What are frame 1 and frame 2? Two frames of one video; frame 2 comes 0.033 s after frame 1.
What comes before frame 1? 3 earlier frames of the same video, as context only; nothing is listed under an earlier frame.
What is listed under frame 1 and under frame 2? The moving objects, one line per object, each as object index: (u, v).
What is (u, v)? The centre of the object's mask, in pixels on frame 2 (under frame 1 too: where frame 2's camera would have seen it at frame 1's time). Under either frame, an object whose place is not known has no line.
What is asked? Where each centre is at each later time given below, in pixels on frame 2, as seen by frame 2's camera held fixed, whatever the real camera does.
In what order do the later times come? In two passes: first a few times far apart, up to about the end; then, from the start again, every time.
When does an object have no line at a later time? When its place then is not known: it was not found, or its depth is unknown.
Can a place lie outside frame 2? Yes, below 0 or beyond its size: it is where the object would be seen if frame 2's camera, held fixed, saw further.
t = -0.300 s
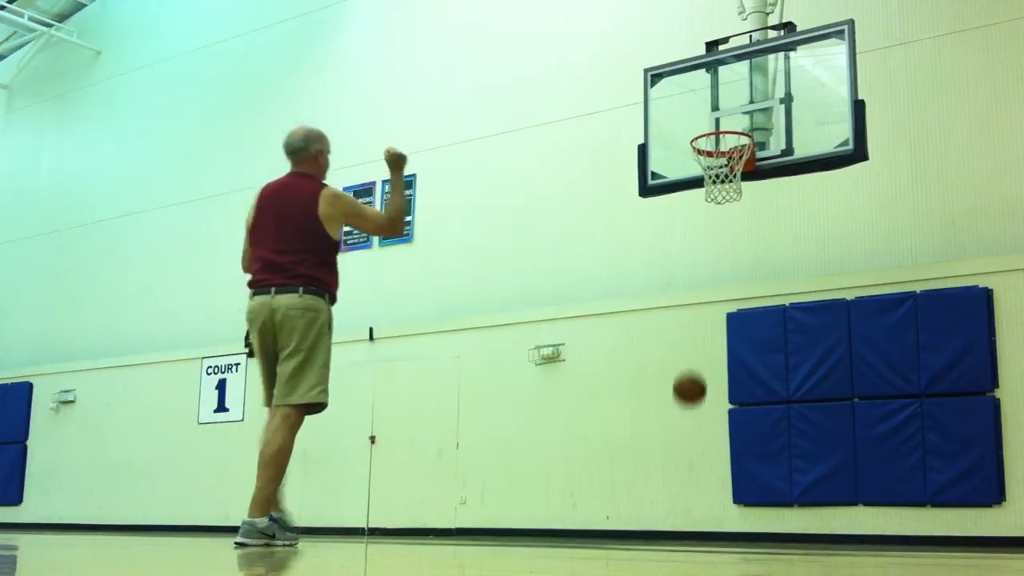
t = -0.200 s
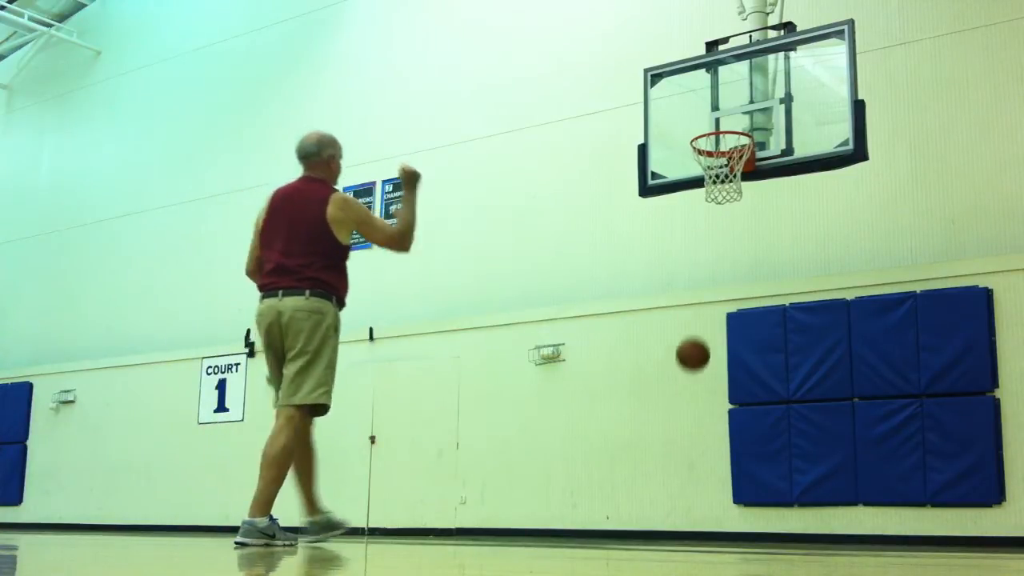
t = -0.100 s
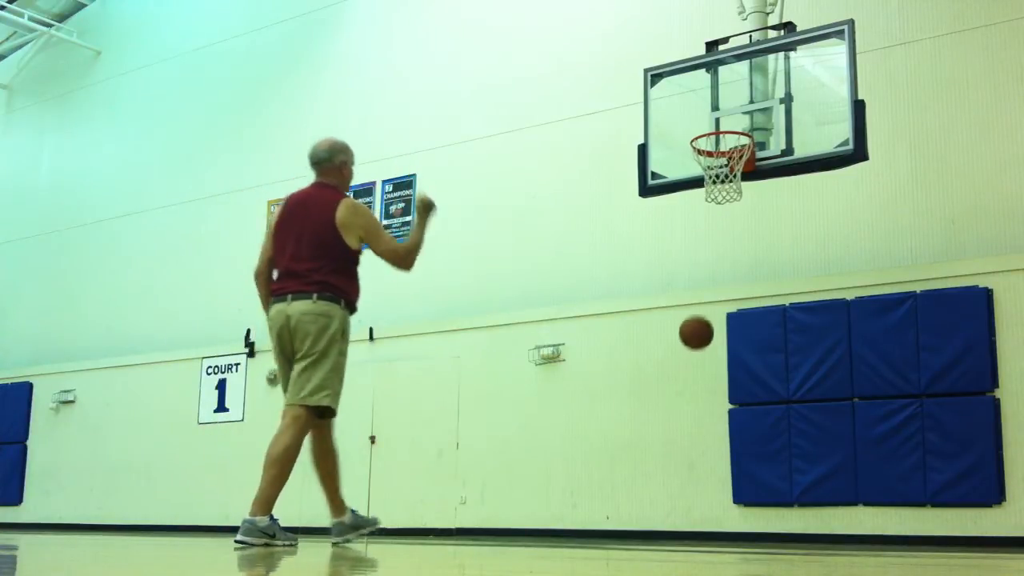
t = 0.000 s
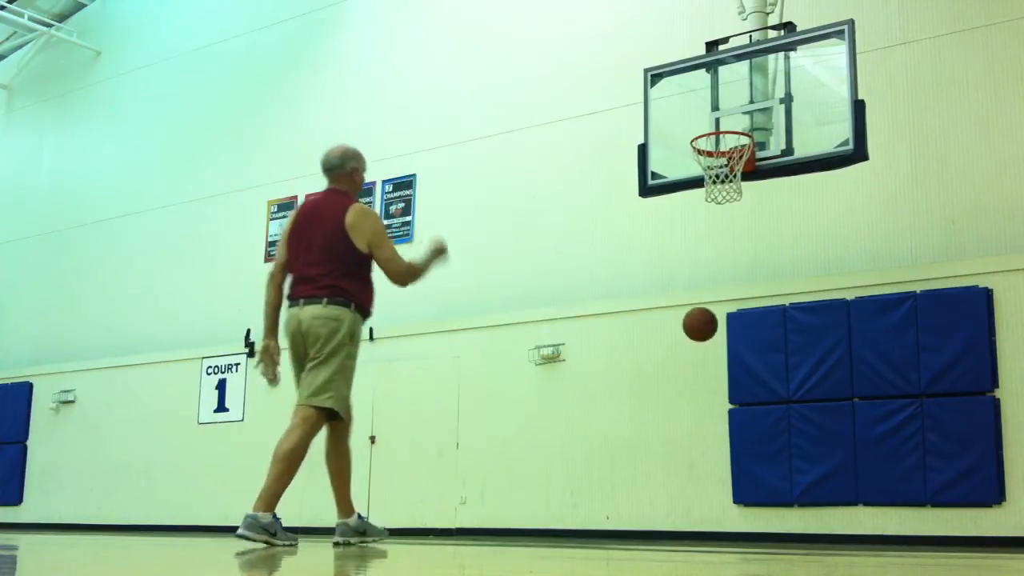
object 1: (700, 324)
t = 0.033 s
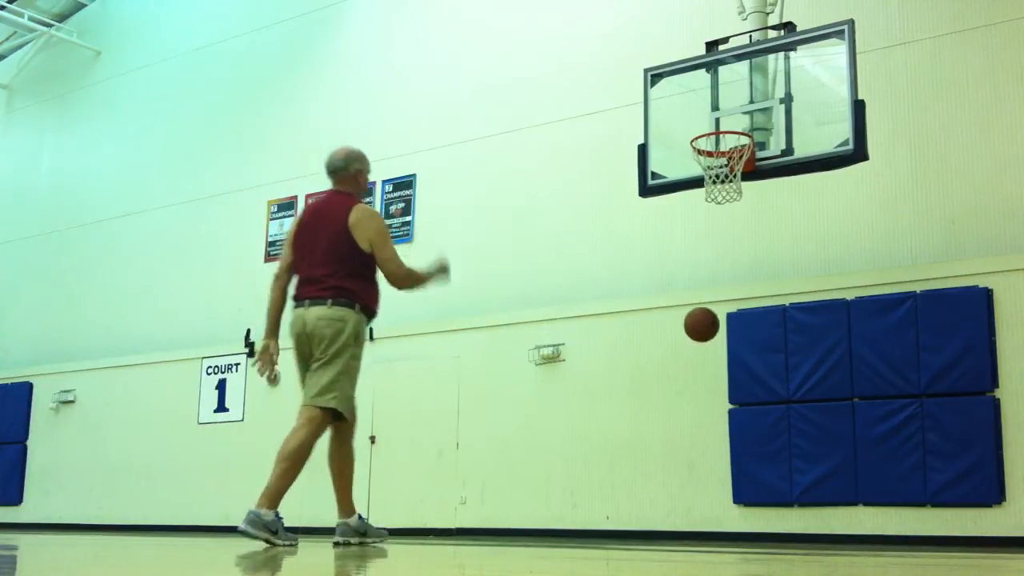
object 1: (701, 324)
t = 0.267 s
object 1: (711, 372)
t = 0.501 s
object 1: (725, 517)
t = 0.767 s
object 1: (732, 415)
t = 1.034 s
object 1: (741, 399)
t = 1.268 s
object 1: (753, 485)
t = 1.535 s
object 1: (764, 452)
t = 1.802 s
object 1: (778, 456)
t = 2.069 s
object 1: (793, 492)
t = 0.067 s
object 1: (702, 326)
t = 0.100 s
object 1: (704, 329)
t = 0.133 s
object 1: (705, 334)
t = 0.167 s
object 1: (707, 341)
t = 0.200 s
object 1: (708, 350)
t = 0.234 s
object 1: (710, 360)
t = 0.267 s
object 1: (711, 372)
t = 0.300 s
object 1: (712, 386)
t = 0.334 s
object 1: (714, 402)
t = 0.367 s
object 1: (716, 420)
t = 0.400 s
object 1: (718, 441)
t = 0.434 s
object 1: (720, 463)
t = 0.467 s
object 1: (722, 488)
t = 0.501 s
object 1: (725, 517)
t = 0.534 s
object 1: (726, 517)
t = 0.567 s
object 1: (726, 498)
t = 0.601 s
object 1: (727, 480)
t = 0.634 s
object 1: (728, 465)
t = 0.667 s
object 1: (729, 449)
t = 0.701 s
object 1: (730, 436)
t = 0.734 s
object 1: (730, 425)
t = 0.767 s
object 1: (732, 415)
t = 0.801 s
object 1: (733, 407)
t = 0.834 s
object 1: (734, 401)
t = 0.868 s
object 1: (735, 396)
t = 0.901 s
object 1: (736, 393)
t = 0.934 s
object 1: (737, 392)
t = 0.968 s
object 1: (738, 392)
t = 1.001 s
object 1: (739, 394)
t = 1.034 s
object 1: (741, 399)
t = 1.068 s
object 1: (742, 405)
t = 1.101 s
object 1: (744, 413)
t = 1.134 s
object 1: (745, 423)
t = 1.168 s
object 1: (747, 435)
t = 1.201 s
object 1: (749, 449)
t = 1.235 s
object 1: (750, 466)
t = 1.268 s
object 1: (753, 485)
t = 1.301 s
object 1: (754, 505)
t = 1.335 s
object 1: (756, 524)
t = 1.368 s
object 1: (758, 508)
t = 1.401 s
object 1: (760, 494)
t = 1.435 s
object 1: (760, 481)
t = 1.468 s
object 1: (761, 469)
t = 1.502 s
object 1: (762, 460)
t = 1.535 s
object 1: (764, 452)
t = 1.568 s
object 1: (766, 446)
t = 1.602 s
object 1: (767, 442)
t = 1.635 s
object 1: (769, 439)
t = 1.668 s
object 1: (770, 439)
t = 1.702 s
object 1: (772, 440)
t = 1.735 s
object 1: (774, 443)
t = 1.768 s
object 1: (775, 448)
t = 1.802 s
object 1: (778, 456)
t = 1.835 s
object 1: (780, 466)
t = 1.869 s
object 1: (784, 478)
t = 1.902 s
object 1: (785, 492)
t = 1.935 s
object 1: (787, 508)
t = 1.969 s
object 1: (790, 525)
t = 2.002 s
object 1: (791, 513)
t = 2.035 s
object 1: (792, 501)
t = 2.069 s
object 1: (793, 492)
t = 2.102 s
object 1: (795, 484)
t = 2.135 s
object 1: (795, 479)
